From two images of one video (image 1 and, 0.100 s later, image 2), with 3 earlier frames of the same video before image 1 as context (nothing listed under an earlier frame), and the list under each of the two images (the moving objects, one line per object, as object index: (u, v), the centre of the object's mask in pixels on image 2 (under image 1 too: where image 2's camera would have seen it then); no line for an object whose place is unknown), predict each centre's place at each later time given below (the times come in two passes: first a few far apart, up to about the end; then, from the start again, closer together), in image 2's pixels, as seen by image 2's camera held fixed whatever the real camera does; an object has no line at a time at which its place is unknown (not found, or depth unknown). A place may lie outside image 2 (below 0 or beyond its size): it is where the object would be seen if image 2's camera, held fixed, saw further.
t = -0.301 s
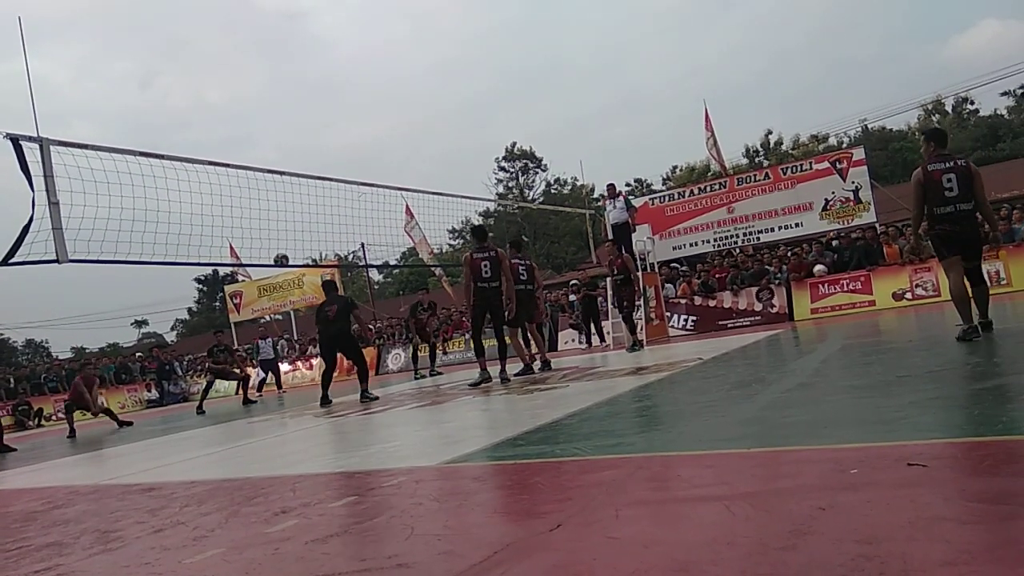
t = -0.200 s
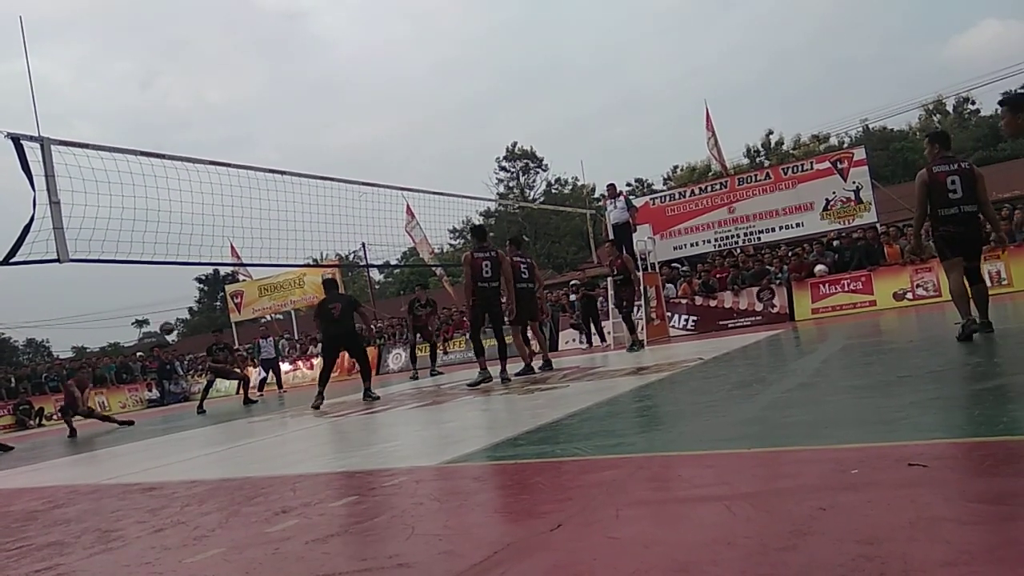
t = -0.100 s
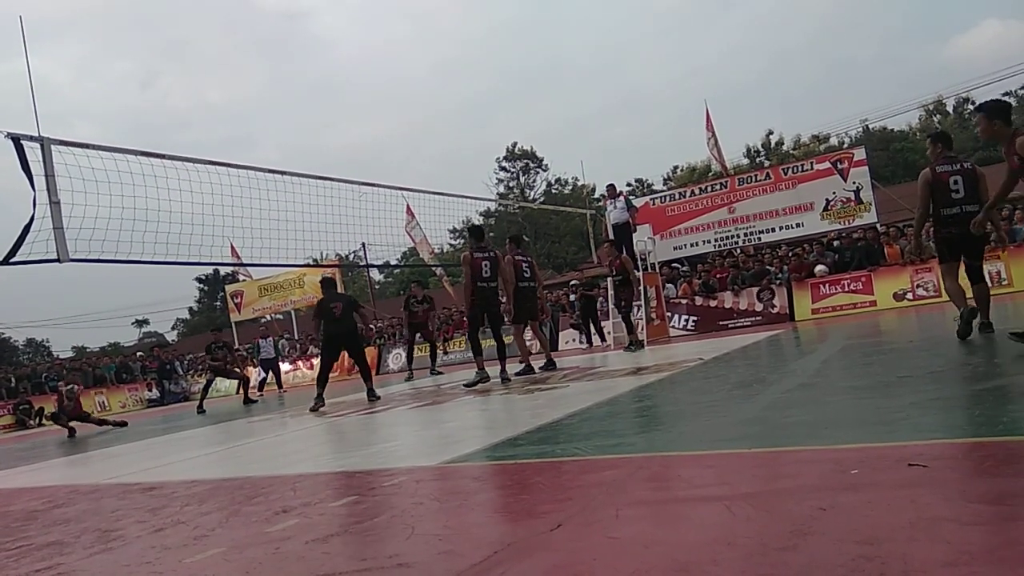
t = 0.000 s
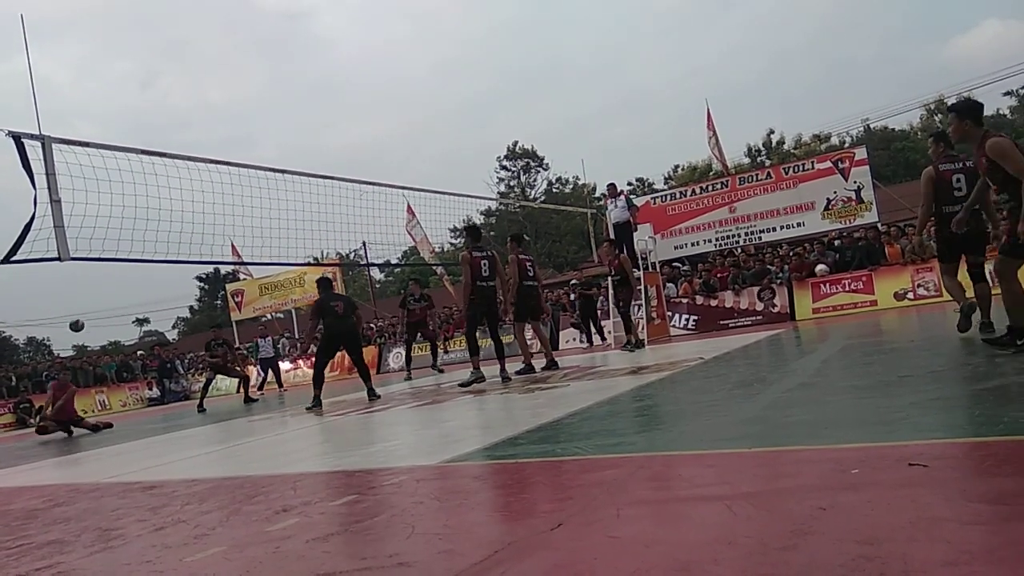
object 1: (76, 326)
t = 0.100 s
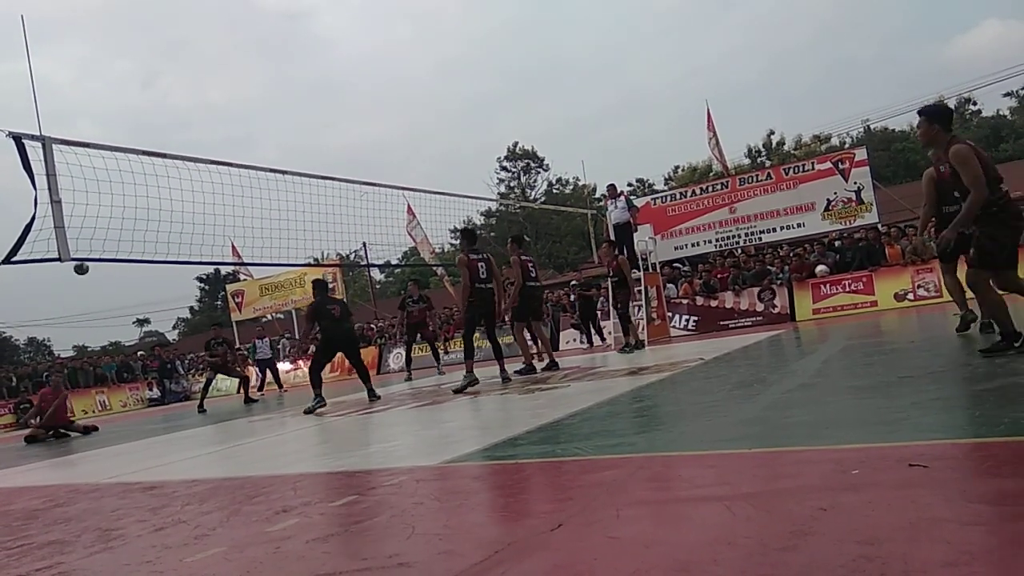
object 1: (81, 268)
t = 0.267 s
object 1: (88, 188)
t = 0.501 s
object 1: (100, 106)
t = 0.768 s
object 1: (116, 56)
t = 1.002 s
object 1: (135, 49)
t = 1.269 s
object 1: (162, 83)
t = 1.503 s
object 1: (193, 150)
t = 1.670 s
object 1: (219, 219)
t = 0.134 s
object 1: (83, 251)
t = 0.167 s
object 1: (84, 234)
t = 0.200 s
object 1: (85, 217)
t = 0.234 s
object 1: (87, 202)
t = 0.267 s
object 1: (88, 188)
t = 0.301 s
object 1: (90, 174)
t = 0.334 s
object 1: (91, 161)
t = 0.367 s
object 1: (92, 149)
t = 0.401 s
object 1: (95, 136)
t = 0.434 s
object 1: (96, 125)
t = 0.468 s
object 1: (98, 115)
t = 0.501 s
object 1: (100, 106)
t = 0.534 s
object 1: (102, 97)
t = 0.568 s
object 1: (103, 89)
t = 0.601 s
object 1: (105, 82)
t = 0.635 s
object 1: (108, 75)
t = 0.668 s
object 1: (110, 69)
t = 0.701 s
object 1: (112, 64)
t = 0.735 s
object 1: (114, 59)
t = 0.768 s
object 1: (116, 56)
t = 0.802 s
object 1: (119, 53)
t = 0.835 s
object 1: (121, 50)
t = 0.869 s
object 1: (124, 49)
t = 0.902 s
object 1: (127, 47)
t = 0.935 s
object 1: (130, 47)
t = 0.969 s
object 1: (133, 47)
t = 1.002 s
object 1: (135, 49)
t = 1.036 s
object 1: (139, 51)
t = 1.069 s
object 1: (142, 53)
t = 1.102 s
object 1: (145, 56)
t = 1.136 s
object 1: (148, 60)
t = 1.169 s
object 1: (151, 66)
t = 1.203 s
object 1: (155, 70)
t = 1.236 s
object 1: (159, 76)
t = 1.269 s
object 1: (162, 83)
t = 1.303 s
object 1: (166, 91)
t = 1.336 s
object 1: (170, 99)
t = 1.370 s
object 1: (174, 108)
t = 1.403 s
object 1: (179, 117)
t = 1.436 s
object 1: (183, 127)
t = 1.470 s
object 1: (188, 139)
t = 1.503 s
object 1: (193, 150)
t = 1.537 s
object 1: (198, 163)
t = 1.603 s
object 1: (208, 189)
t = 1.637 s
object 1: (214, 204)
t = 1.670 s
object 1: (219, 219)
